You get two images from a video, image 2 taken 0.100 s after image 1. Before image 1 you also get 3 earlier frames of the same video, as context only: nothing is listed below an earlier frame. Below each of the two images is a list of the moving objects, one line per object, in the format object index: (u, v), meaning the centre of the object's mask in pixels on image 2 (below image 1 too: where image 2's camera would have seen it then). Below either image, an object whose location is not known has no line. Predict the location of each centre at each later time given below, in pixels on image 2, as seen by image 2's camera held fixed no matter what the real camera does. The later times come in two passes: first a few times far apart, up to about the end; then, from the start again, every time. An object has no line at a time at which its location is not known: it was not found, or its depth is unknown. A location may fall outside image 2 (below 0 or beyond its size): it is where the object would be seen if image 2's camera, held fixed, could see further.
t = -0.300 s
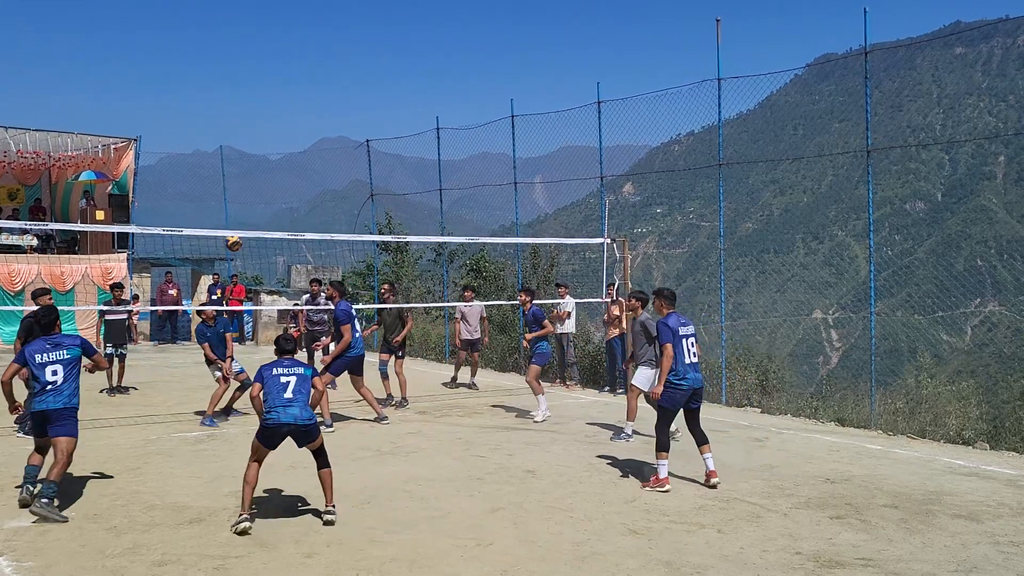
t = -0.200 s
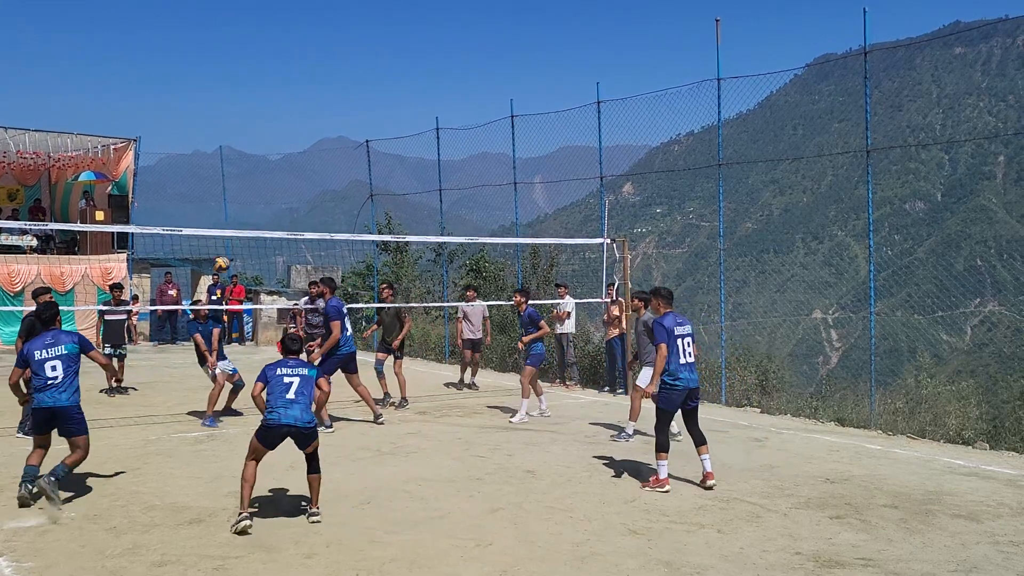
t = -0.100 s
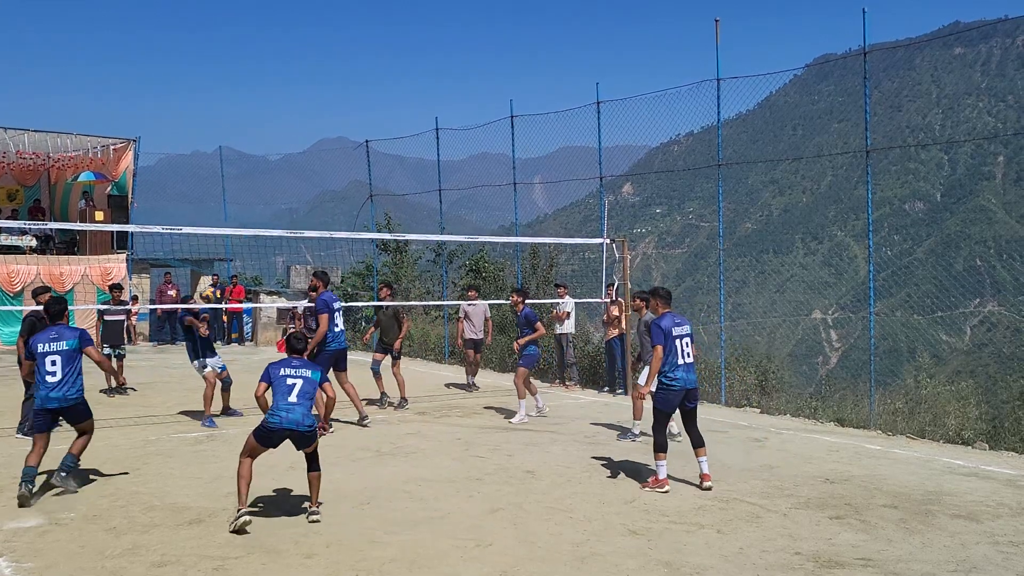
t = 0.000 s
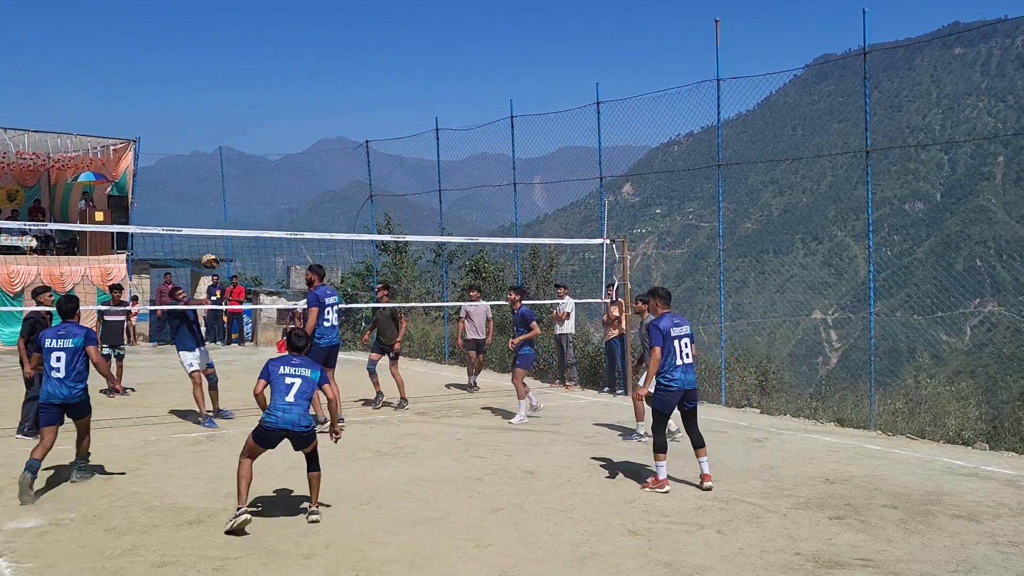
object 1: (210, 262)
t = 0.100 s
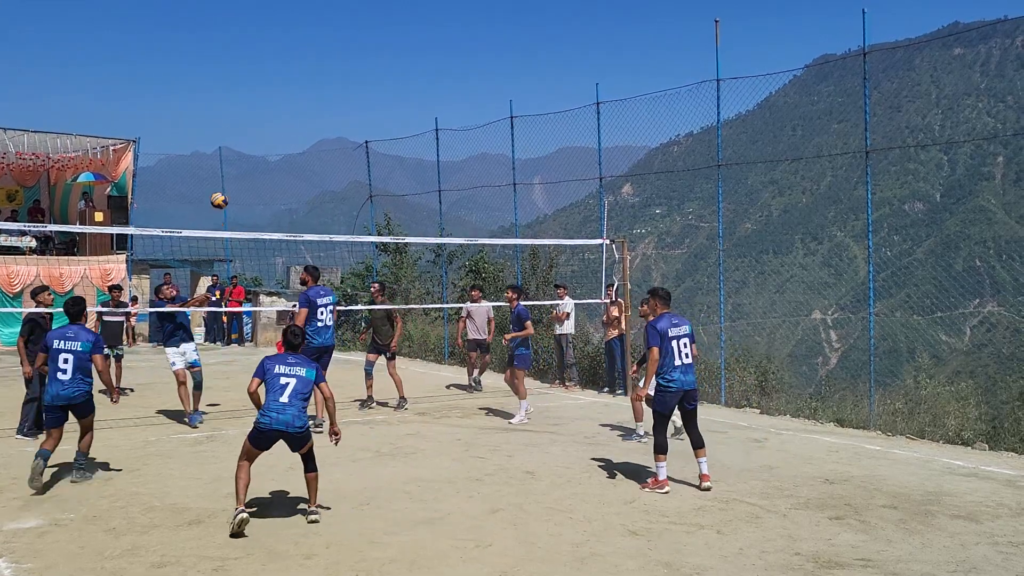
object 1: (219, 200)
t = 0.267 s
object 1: (232, 119)
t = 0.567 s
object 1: (252, 36)
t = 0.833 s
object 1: (267, 23)
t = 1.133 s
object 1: (283, 73)
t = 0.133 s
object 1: (222, 182)
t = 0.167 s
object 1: (225, 165)
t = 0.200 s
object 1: (227, 148)
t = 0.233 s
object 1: (230, 134)
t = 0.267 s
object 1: (232, 119)
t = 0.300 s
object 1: (235, 106)
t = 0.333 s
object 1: (237, 94)
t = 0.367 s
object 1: (239, 83)
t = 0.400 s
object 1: (242, 72)
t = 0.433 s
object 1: (244, 63)
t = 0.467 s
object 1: (246, 55)
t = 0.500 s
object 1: (248, 48)
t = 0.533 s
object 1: (250, 41)
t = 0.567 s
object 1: (252, 36)
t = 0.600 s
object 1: (254, 31)
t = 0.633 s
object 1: (256, 27)
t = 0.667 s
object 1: (258, 25)
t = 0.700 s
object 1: (260, 22)
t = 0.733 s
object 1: (262, 21)
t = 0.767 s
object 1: (263, 21)
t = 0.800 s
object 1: (265, 22)
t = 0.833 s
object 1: (267, 23)
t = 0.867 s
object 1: (269, 25)
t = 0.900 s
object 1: (271, 29)
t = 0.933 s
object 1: (272, 33)
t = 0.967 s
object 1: (274, 37)
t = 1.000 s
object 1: (276, 43)
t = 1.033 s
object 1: (277, 49)
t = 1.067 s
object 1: (279, 57)
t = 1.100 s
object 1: (281, 64)
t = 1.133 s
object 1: (283, 73)
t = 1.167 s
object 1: (284, 82)
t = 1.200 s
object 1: (285, 93)
